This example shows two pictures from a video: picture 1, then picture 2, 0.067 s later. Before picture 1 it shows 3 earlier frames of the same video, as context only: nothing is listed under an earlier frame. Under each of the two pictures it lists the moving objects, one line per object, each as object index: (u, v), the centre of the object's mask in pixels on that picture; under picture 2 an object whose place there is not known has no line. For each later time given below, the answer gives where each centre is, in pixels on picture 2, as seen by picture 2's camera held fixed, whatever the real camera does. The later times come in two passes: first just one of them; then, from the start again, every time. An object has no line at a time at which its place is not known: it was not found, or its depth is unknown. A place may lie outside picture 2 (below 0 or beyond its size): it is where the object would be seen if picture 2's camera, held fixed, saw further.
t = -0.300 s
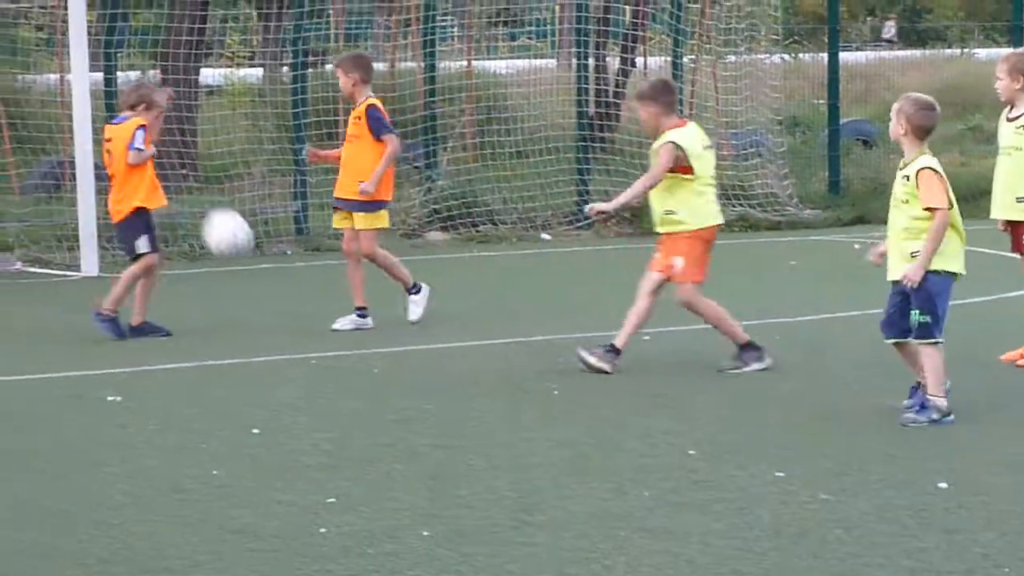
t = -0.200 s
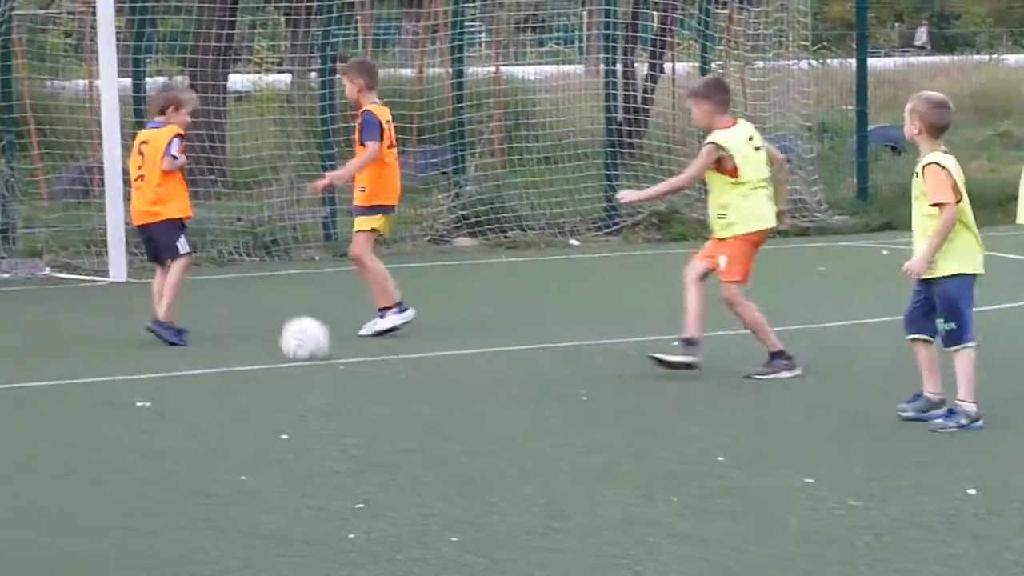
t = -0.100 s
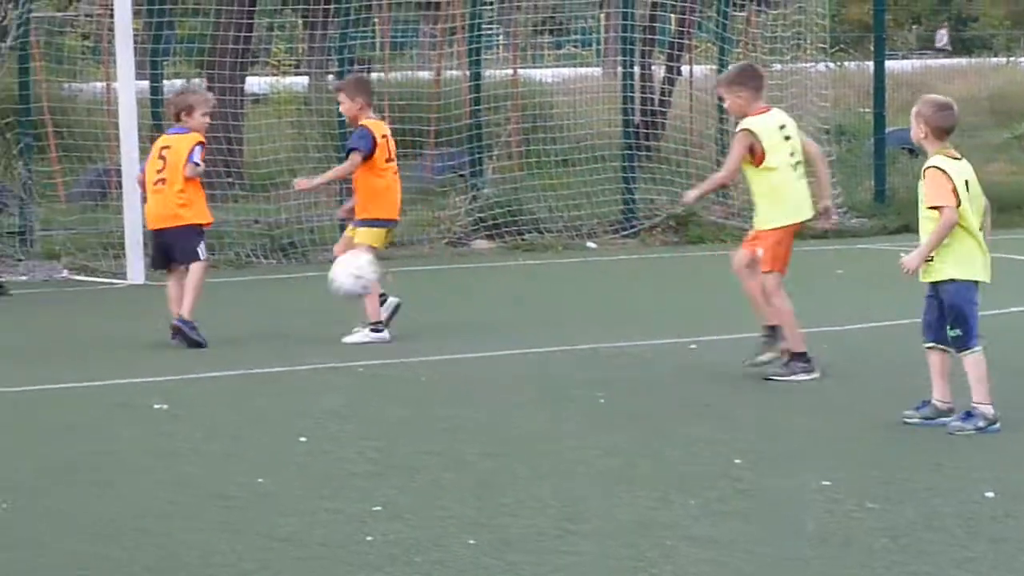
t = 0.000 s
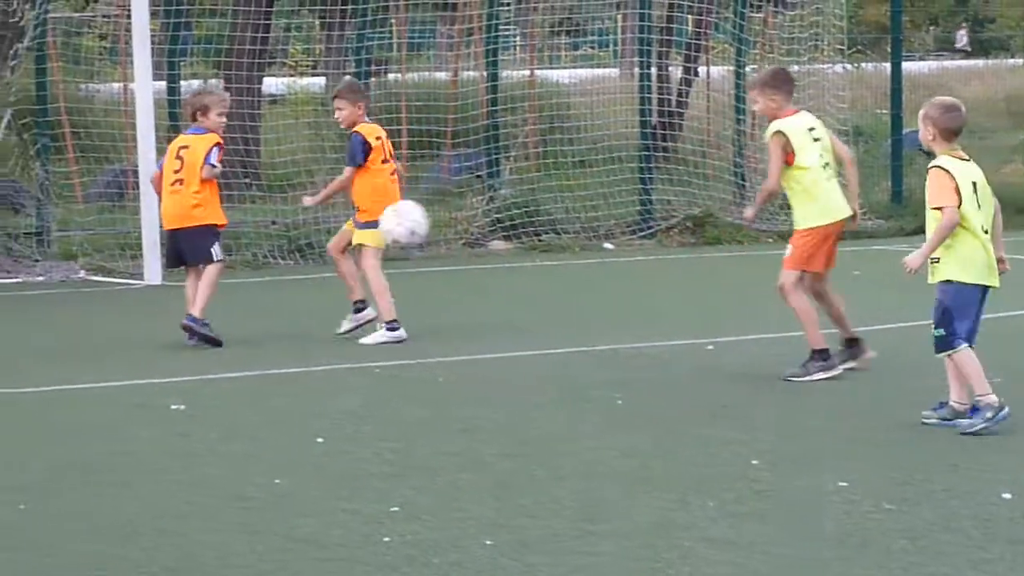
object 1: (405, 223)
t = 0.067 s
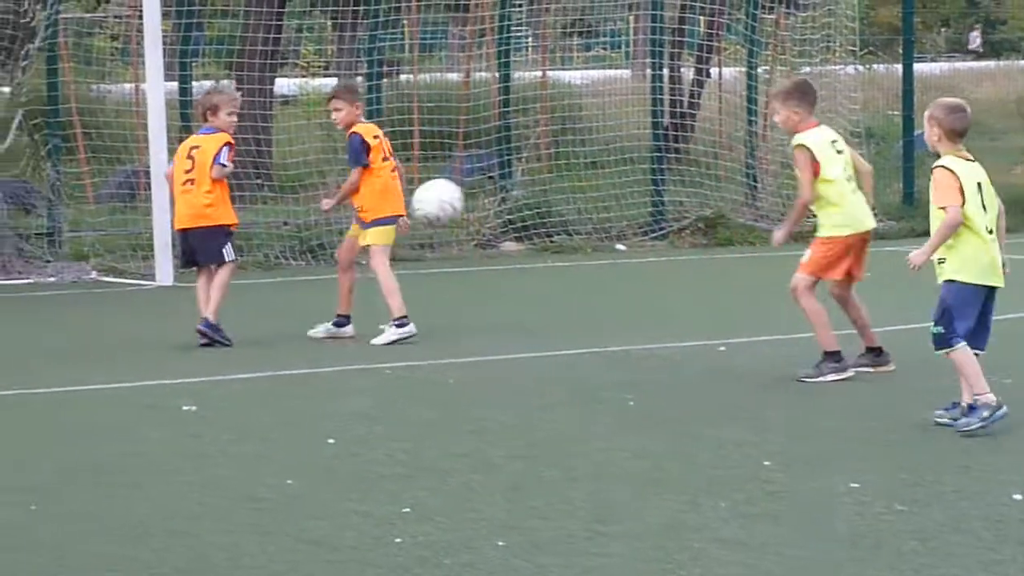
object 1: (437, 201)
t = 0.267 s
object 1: (500, 195)
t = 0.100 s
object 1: (450, 195)
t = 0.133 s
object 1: (460, 190)
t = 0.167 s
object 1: (470, 185)
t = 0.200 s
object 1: (480, 187)
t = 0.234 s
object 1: (491, 189)
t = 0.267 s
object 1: (500, 195)
